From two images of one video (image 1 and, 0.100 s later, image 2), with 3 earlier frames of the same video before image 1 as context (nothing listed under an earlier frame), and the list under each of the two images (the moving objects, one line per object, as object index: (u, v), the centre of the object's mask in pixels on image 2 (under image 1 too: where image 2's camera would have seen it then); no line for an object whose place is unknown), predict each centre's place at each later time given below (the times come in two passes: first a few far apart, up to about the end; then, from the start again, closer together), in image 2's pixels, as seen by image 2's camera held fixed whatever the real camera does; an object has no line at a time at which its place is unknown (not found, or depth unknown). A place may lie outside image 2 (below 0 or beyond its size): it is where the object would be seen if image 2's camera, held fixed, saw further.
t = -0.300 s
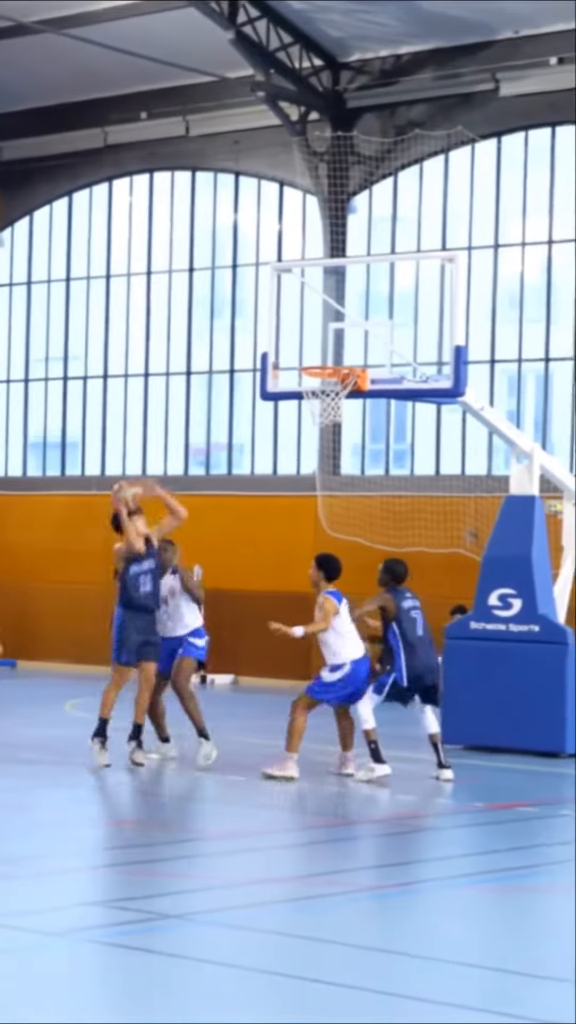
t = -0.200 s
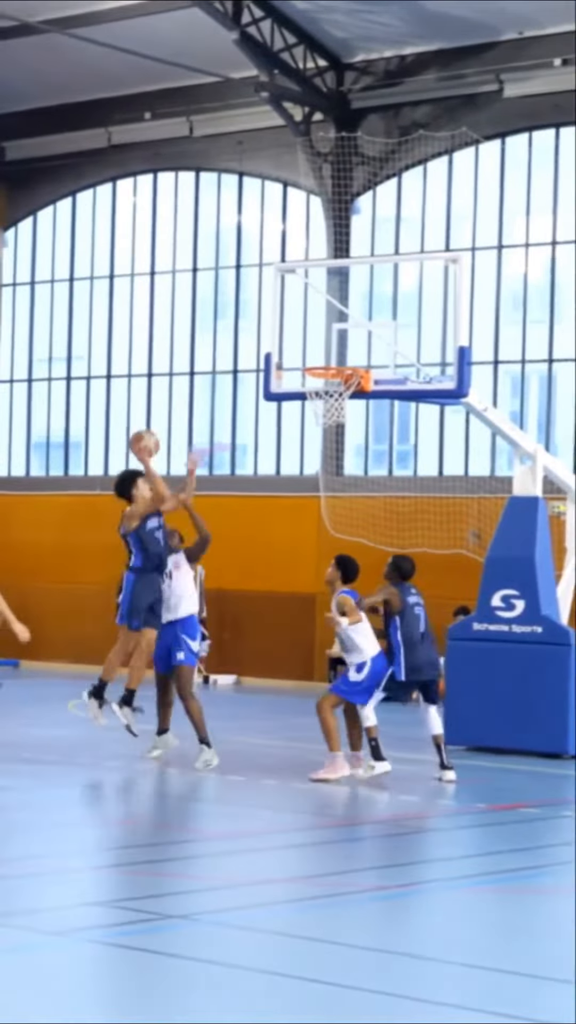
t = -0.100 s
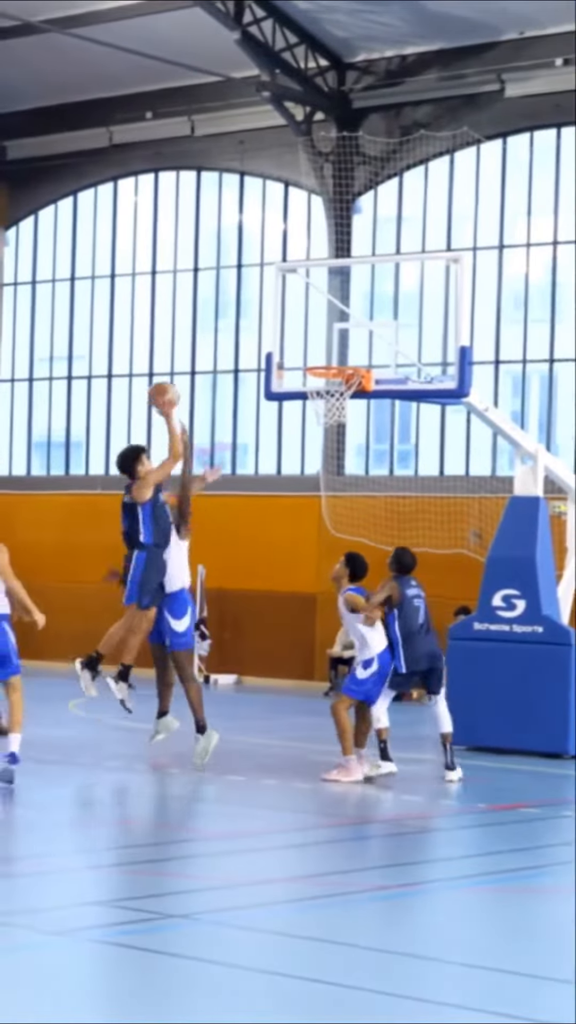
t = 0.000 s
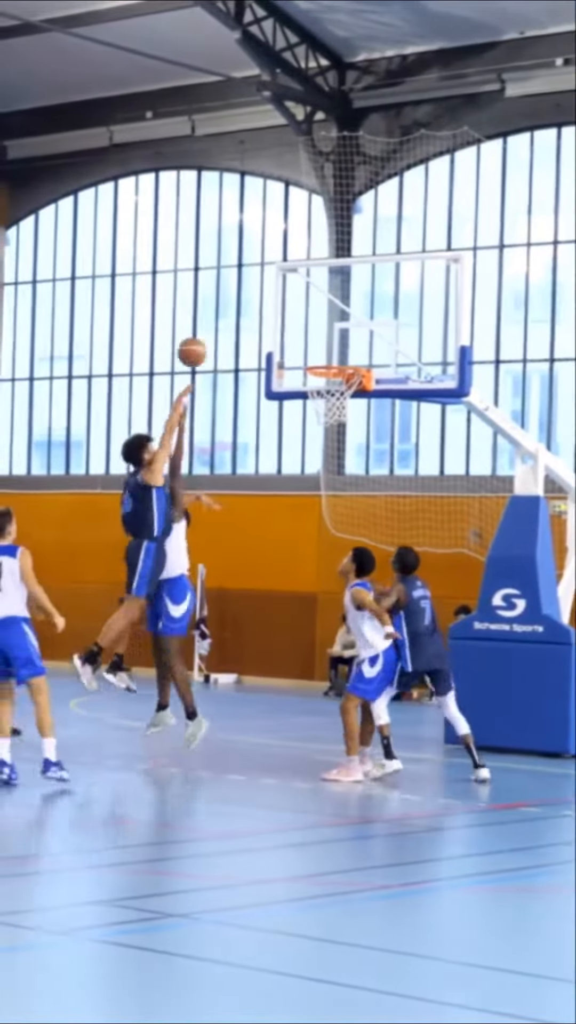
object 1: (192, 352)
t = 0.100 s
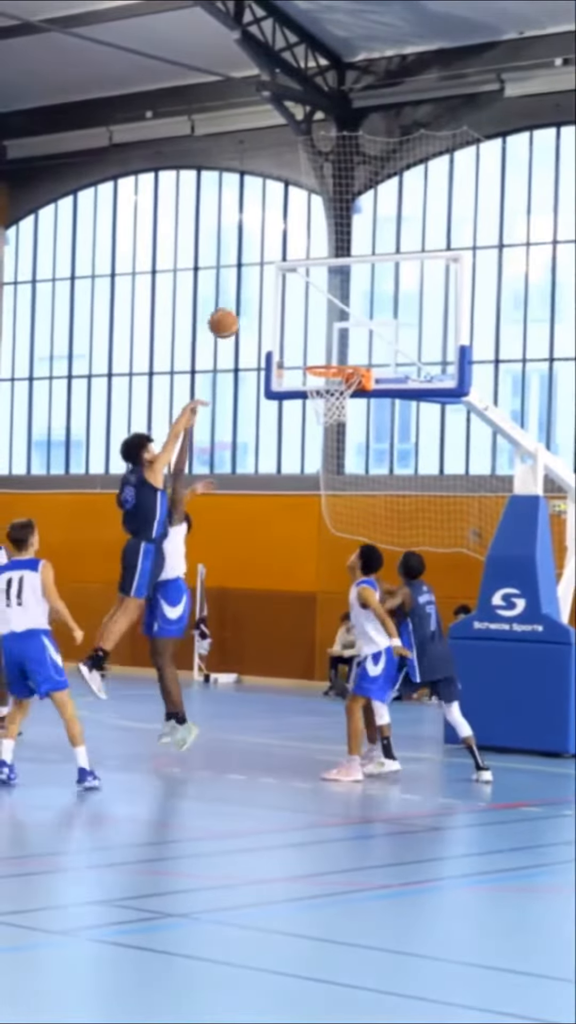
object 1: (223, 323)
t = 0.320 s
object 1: (288, 306)
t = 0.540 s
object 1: (331, 344)
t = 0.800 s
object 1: (313, 386)
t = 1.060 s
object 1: (328, 415)
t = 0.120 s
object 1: (230, 319)
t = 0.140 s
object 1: (236, 316)
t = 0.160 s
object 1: (241, 313)
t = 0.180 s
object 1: (248, 310)
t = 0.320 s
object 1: (288, 306)
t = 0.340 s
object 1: (294, 307)
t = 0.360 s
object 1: (299, 310)
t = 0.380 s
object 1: (304, 312)
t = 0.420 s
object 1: (314, 318)
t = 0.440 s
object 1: (321, 322)
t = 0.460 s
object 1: (325, 326)
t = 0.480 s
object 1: (332, 331)
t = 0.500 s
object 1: (334, 336)
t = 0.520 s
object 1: (333, 340)
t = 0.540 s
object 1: (331, 344)
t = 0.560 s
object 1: (328, 349)
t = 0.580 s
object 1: (326, 355)
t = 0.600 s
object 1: (322, 361)
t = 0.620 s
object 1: (321, 366)
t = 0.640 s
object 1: (321, 371)
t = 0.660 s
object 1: (319, 377)
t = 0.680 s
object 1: (319, 383)
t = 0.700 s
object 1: (319, 387)
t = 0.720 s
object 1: (314, 390)
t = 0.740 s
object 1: (313, 390)
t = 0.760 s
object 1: (312, 389)
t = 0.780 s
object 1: (312, 386)
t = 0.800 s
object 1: (313, 386)
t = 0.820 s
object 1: (314, 386)
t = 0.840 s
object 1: (316, 385)
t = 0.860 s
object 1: (318, 384)
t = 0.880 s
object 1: (320, 384)
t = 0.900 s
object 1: (321, 385)
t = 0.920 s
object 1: (322, 386)
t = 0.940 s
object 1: (321, 393)
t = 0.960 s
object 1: (322, 393)
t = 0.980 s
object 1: (323, 400)
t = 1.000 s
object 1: (323, 400)
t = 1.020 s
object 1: (323, 402)
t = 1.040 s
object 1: (324, 407)
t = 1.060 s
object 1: (328, 415)
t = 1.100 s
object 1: (339, 428)
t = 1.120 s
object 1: (339, 431)
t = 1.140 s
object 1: (339, 434)
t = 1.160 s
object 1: (340, 439)
